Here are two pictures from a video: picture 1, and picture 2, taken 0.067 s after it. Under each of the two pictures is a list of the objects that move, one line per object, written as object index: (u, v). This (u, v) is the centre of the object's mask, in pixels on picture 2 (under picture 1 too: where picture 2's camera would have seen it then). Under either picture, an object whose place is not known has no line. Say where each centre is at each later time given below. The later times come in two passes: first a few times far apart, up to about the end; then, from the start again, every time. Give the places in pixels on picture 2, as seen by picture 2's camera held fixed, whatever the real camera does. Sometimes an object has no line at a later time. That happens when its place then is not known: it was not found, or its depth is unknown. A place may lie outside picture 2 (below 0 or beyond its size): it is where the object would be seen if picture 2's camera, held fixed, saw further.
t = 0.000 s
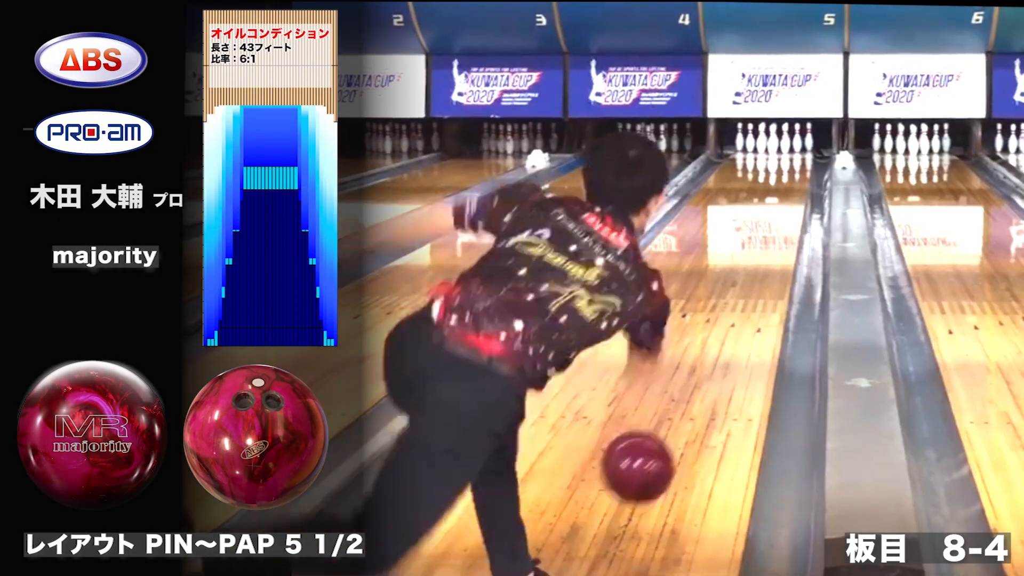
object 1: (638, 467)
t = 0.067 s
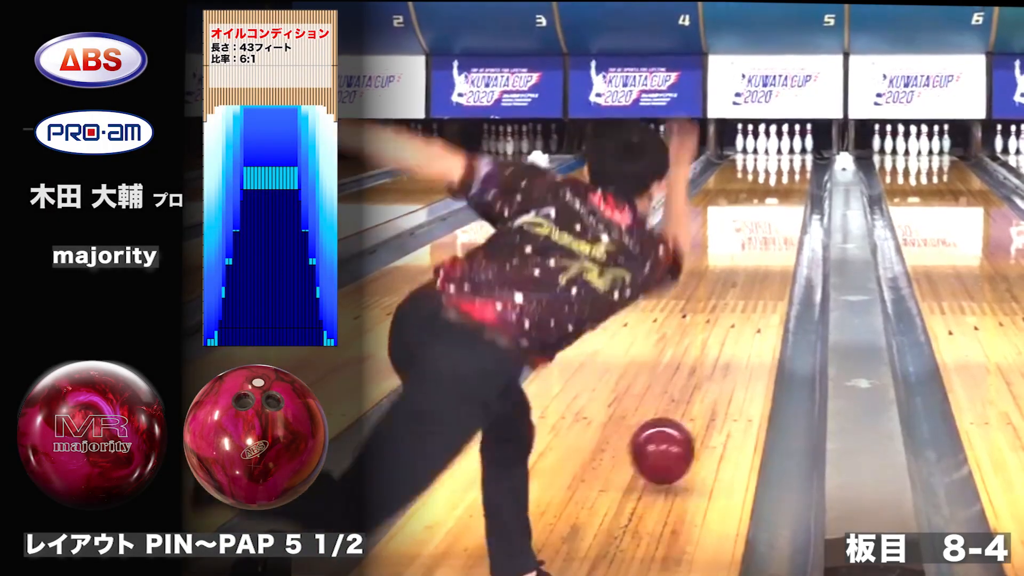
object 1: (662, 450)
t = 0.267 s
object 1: (712, 367)
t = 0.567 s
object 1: (755, 287)
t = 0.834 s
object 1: (776, 243)
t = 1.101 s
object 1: (788, 213)
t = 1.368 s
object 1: (794, 192)
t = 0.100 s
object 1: (672, 439)
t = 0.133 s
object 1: (682, 421)
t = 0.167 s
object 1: (690, 407)
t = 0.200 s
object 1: (699, 392)
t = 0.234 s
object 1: (706, 379)
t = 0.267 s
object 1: (712, 367)
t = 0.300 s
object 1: (719, 355)
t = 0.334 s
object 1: (724, 345)
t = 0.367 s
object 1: (730, 334)
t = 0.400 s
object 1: (735, 325)
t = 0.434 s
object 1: (739, 316)
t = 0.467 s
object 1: (744, 308)
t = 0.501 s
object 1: (748, 301)
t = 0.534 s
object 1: (752, 294)
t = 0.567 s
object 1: (755, 287)
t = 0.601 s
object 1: (759, 281)
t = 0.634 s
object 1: (761, 275)
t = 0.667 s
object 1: (764, 269)
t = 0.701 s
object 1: (767, 263)
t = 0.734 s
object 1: (769, 258)
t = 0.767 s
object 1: (772, 253)
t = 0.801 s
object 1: (774, 248)
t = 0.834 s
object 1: (776, 243)
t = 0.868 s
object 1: (778, 239)
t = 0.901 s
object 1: (780, 235)
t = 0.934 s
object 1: (781, 231)
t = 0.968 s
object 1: (783, 227)
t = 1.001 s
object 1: (785, 223)
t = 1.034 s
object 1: (786, 219)
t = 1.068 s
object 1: (787, 216)
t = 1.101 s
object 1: (788, 213)
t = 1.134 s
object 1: (789, 210)
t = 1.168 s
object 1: (790, 207)
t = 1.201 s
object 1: (791, 204)
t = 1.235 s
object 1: (792, 201)
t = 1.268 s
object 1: (792, 199)
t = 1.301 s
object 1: (793, 196)
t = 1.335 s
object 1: (793, 194)
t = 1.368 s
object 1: (794, 192)
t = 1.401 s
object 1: (794, 190)
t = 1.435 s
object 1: (794, 187)
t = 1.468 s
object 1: (793, 185)
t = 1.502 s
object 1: (794, 183)
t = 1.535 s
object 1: (794, 181)
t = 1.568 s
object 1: (794, 179)
